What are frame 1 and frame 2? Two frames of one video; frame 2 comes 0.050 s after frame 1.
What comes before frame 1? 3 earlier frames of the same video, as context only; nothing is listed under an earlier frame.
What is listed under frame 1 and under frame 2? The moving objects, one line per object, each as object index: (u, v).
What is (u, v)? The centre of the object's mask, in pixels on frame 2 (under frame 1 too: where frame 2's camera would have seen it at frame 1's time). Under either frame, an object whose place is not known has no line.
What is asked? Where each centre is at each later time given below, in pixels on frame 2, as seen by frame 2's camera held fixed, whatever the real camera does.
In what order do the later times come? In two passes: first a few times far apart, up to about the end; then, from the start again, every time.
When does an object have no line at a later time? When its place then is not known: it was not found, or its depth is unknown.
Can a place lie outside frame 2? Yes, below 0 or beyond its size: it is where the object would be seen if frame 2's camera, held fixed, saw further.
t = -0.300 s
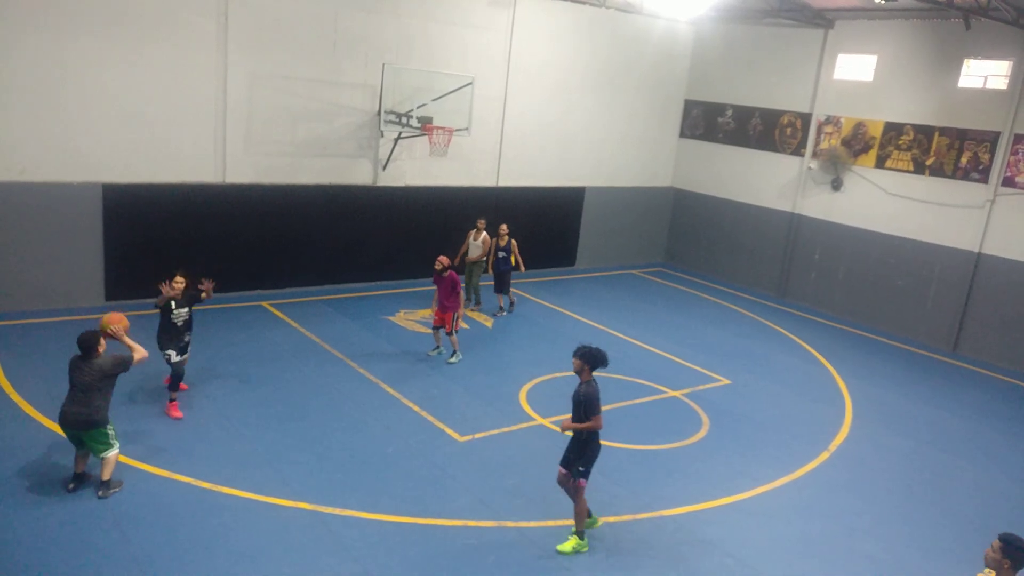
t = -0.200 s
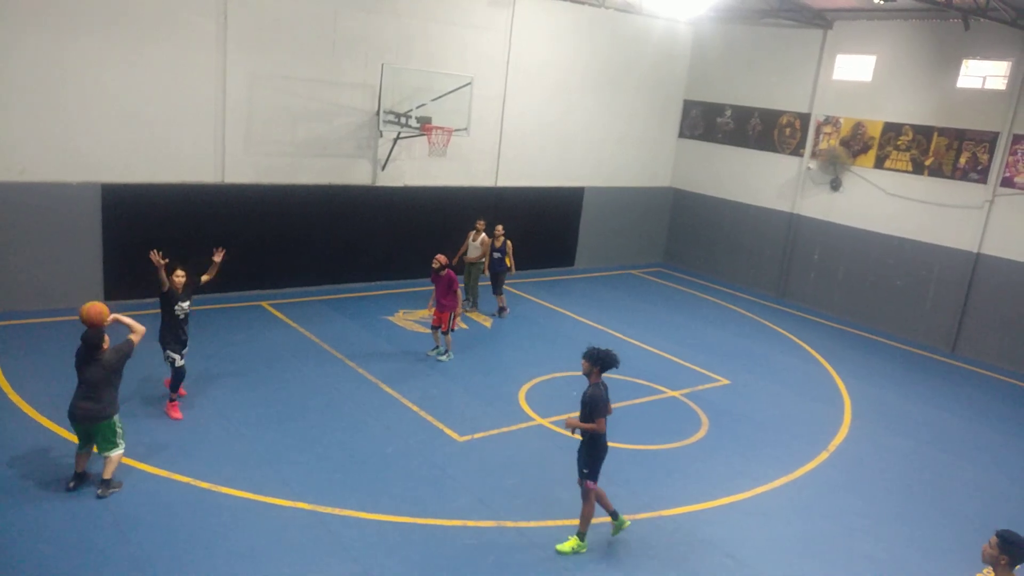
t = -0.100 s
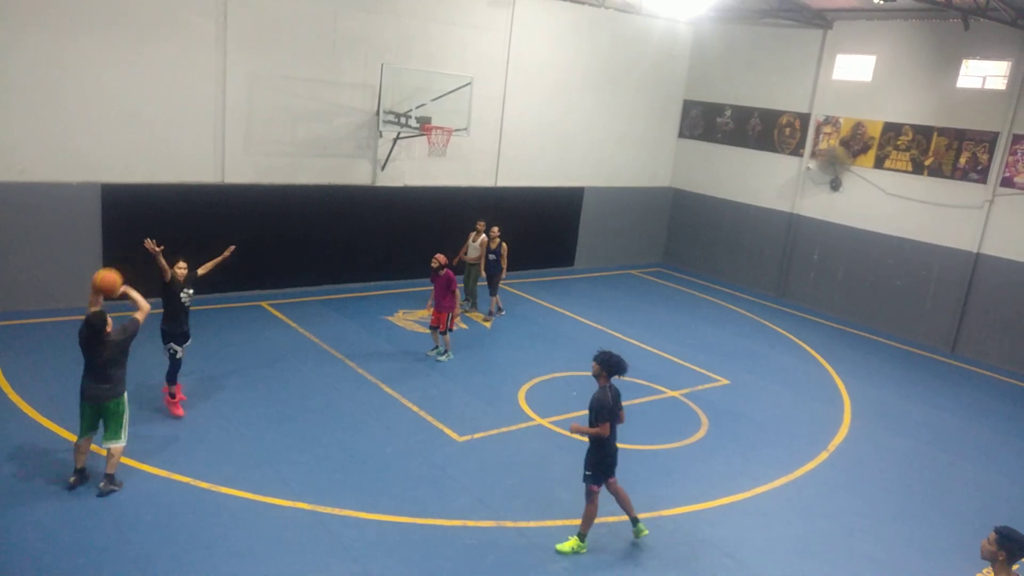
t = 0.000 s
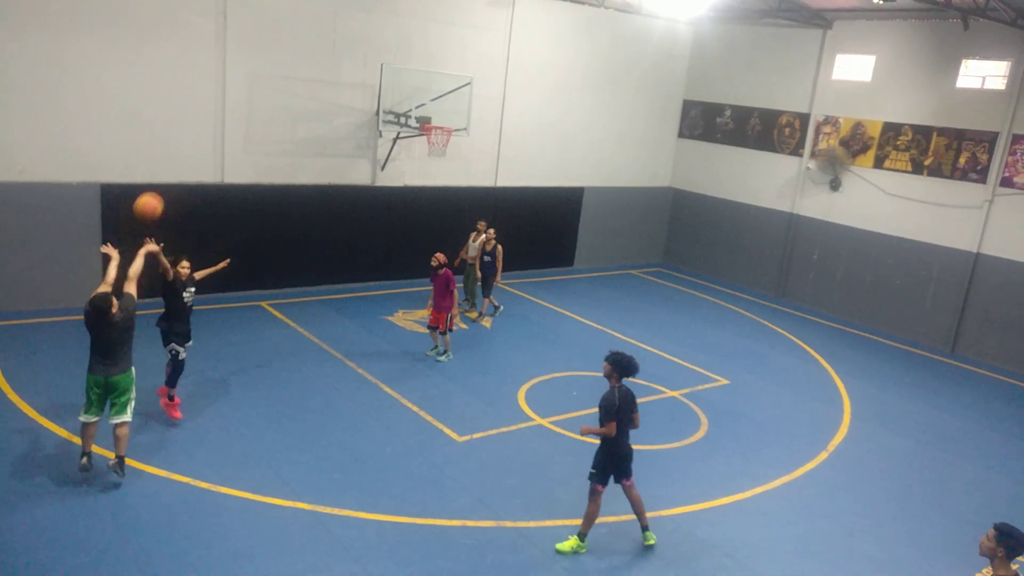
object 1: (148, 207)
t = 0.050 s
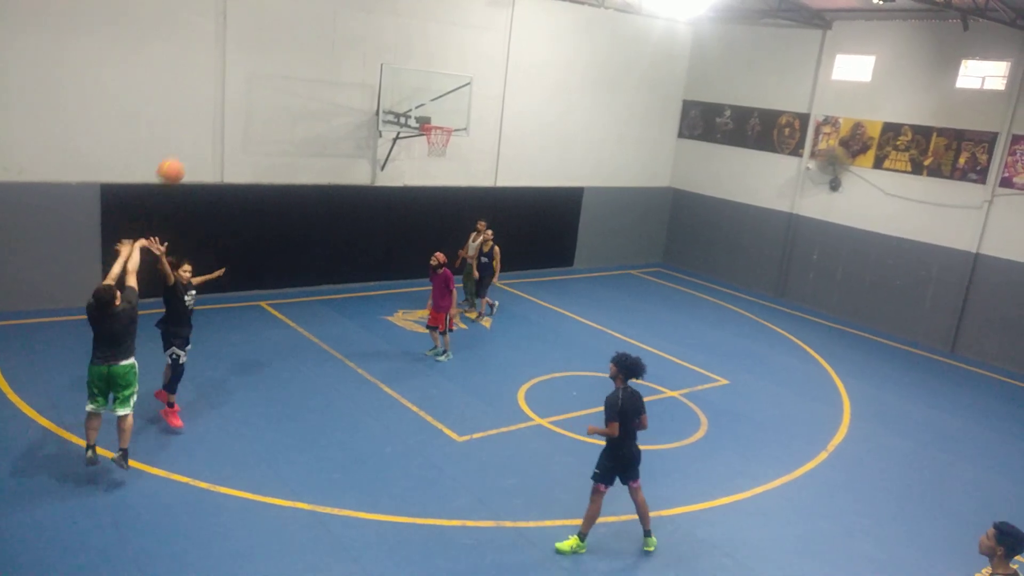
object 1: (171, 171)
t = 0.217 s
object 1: (239, 83)
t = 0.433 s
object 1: (307, 25)
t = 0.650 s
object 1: (362, 16)
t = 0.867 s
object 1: (402, 41)
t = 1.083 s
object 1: (434, 91)
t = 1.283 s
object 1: (430, 116)
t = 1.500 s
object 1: (383, 109)
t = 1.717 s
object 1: (333, 132)
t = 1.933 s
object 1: (280, 187)
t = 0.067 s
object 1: (179, 160)
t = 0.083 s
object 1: (185, 149)
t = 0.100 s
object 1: (192, 140)
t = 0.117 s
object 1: (200, 130)
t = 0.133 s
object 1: (206, 122)
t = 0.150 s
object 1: (213, 113)
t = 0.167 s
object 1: (220, 105)
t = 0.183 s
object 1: (226, 97)
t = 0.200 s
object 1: (232, 90)
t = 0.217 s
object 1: (239, 83)
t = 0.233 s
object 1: (244, 76)
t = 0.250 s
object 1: (250, 70)
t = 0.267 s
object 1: (256, 64)
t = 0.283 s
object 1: (261, 59)
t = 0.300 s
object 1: (267, 54)
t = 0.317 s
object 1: (272, 49)
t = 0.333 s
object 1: (277, 45)
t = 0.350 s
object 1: (283, 41)
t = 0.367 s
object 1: (288, 37)
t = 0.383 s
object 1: (293, 33)
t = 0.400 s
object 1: (298, 30)
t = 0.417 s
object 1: (303, 27)
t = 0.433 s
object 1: (307, 25)
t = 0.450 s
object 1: (312, 23)
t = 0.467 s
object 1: (317, 21)
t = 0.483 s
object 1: (321, 19)
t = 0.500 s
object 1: (326, 18)
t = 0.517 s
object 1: (330, 17)
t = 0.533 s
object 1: (334, 16)
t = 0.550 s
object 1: (338, 15)
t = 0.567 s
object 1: (342, 15)
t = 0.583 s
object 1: (346, 15)
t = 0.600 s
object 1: (350, 14)
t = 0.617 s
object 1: (354, 15)
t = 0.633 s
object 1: (358, 15)
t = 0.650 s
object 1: (362, 16)
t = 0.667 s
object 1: (365, 16)
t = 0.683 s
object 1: (369, 18)
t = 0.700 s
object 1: (372, 19)
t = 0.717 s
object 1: (375, 20)
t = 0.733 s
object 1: (378, 22)
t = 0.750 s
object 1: (382, 23)
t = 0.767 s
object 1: (385, 25)
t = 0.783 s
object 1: (388, 27)
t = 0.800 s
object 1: (391, 30)
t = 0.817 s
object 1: (394, 32)
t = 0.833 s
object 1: (397, 35)
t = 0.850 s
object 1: (399, 38)
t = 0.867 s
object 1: (402, 41)
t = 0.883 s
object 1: (405, 44)
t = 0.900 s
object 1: (408, 47)
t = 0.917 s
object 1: (410, 51)
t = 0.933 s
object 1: (413, 54)
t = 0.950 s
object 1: (415, 57)
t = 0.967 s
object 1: (418, 61)
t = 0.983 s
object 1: (420, 65)
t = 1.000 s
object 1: (423, 69)
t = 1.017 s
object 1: (425, 73)
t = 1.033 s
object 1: (427, 77)
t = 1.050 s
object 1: (429, 82)
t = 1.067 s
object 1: (432, 86)
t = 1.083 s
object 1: (434, 91)
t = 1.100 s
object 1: (435, 95)
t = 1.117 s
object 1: (438, 100)
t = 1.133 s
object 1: (439, 105)
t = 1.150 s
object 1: (441, 110)
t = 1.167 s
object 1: (443, 116)
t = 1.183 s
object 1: (445, 120)
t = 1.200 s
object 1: (446, 124)
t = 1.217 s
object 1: (443, 123)
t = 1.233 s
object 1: (440, 121)
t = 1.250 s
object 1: (437, 119)
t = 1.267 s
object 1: (433, 118)
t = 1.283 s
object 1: (430, 116)
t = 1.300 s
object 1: (426, 116)
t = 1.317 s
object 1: (423, 112)
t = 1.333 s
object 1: (420, 111)
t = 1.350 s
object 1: (416, 110)
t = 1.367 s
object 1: (413, 109)
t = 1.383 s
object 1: (409, 109)
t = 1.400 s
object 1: (406, 108)
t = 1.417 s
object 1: (402, 108)
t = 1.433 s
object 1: (398, 108)
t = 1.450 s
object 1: (395, 108)
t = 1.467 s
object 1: (391, 108)
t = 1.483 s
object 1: (387, 108)
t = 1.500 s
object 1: (383, 109)
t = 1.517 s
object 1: (380, 110)
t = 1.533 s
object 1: (376, 111)
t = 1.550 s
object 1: (372, 112)
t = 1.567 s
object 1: (368, 113)
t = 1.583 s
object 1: (365, 114)
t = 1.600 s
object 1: (360, 116)
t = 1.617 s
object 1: (356, 118)
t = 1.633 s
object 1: (353, 120)
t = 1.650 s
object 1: (349, 122)
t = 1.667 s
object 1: (345, 124)
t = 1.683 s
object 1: (341, 127)
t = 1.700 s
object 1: (337, 129)
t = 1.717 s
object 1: (333, 132)
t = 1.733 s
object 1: (329, 135)
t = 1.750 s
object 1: (325, 138)
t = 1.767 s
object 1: (321, 142)
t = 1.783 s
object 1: (317, 145)
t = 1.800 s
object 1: (313, 149)
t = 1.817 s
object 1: (309, 153)
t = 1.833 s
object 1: (305, 157)
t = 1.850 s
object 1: (301, 162)
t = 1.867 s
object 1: (296, 167)
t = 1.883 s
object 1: (292, 171)
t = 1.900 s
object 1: (289, 176)
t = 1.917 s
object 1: (284, 181)
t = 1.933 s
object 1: (280, 187)
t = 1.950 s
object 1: (276, 192)
